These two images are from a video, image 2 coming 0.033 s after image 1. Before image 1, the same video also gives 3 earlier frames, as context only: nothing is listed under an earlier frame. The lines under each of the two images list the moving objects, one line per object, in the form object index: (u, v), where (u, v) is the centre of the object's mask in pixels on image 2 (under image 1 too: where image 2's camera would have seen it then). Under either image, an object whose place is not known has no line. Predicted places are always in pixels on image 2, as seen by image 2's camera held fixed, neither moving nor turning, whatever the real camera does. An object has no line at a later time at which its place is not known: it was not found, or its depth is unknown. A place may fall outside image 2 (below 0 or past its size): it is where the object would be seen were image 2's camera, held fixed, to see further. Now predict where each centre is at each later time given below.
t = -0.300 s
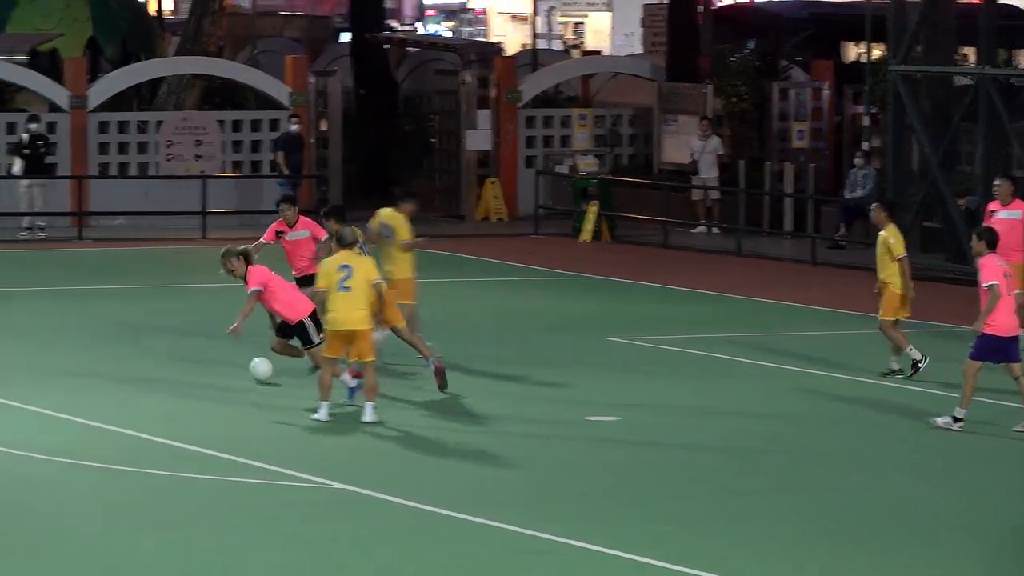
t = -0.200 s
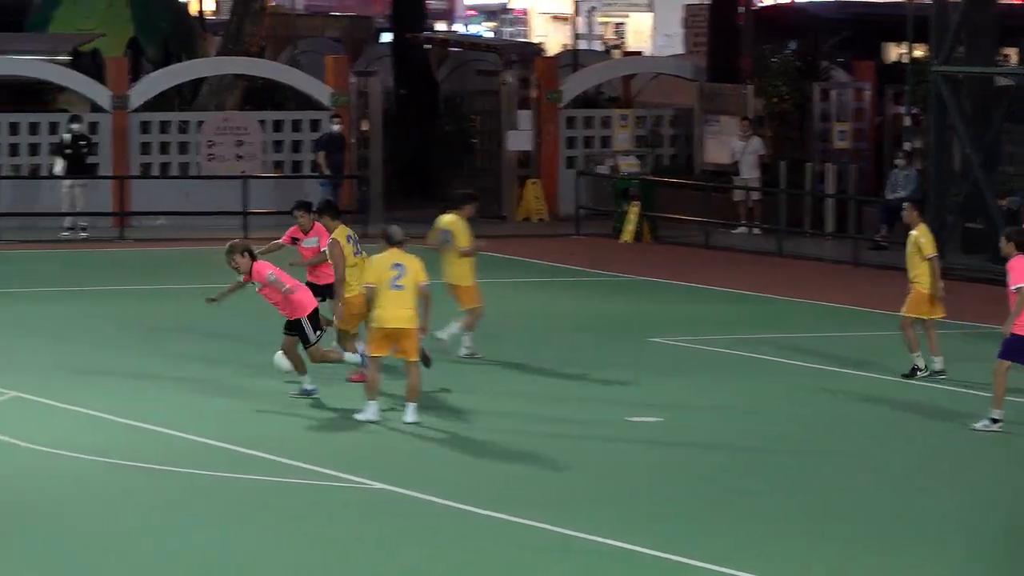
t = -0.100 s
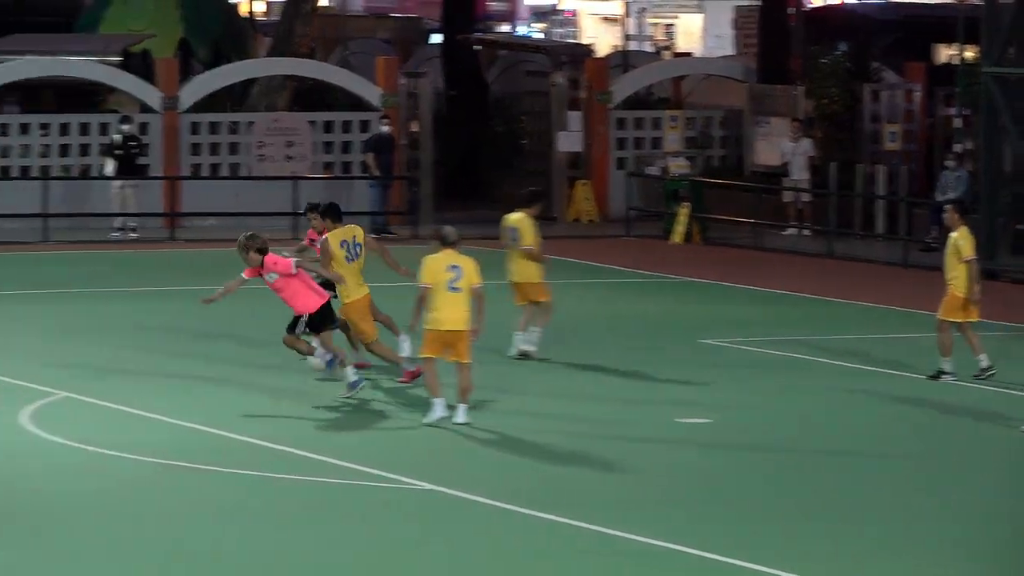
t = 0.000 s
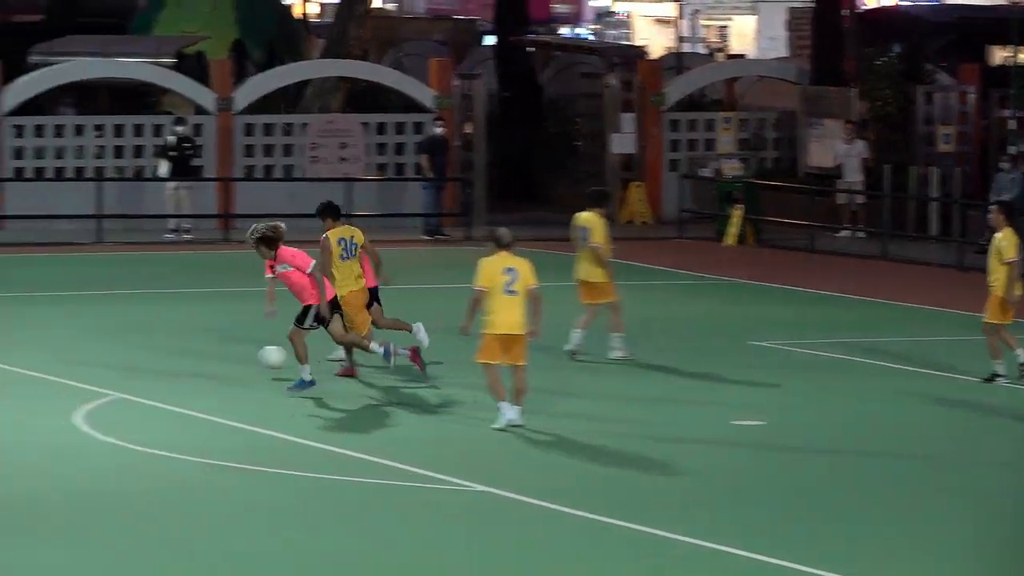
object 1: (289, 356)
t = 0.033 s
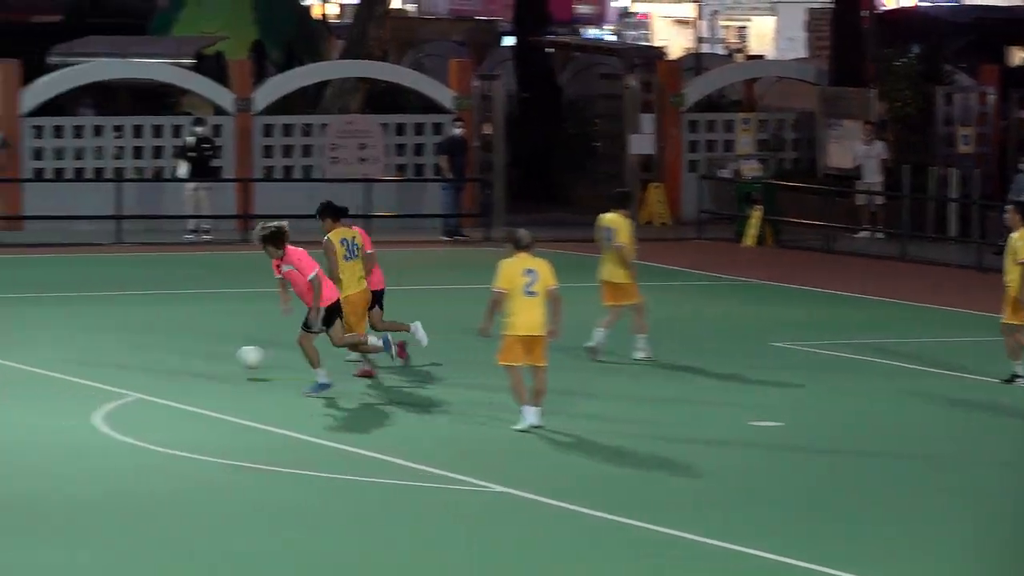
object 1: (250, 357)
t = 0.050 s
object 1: (231, 358)
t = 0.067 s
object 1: (212, 359)
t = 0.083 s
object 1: (191, 361)
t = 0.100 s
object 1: (172, 363)
